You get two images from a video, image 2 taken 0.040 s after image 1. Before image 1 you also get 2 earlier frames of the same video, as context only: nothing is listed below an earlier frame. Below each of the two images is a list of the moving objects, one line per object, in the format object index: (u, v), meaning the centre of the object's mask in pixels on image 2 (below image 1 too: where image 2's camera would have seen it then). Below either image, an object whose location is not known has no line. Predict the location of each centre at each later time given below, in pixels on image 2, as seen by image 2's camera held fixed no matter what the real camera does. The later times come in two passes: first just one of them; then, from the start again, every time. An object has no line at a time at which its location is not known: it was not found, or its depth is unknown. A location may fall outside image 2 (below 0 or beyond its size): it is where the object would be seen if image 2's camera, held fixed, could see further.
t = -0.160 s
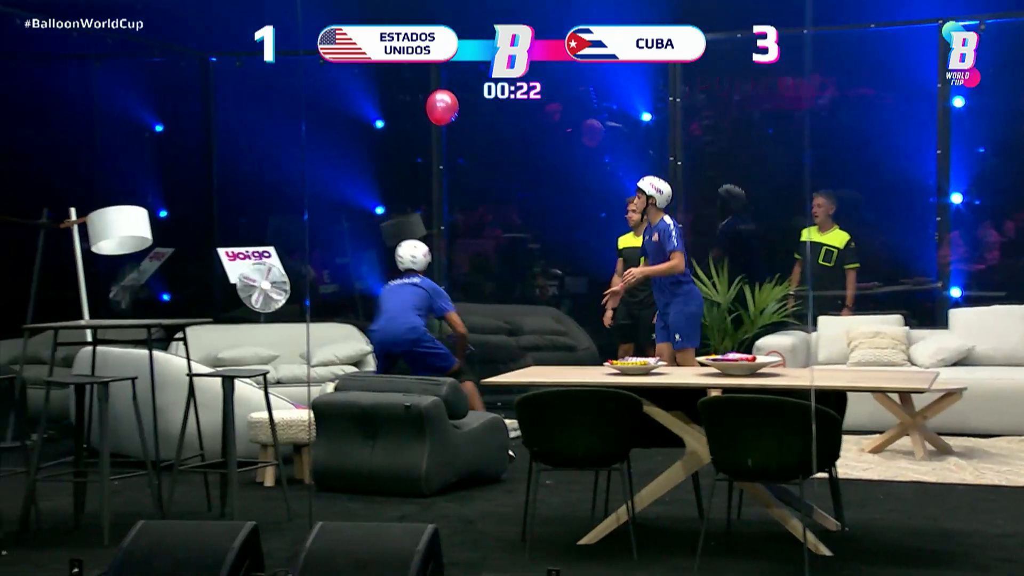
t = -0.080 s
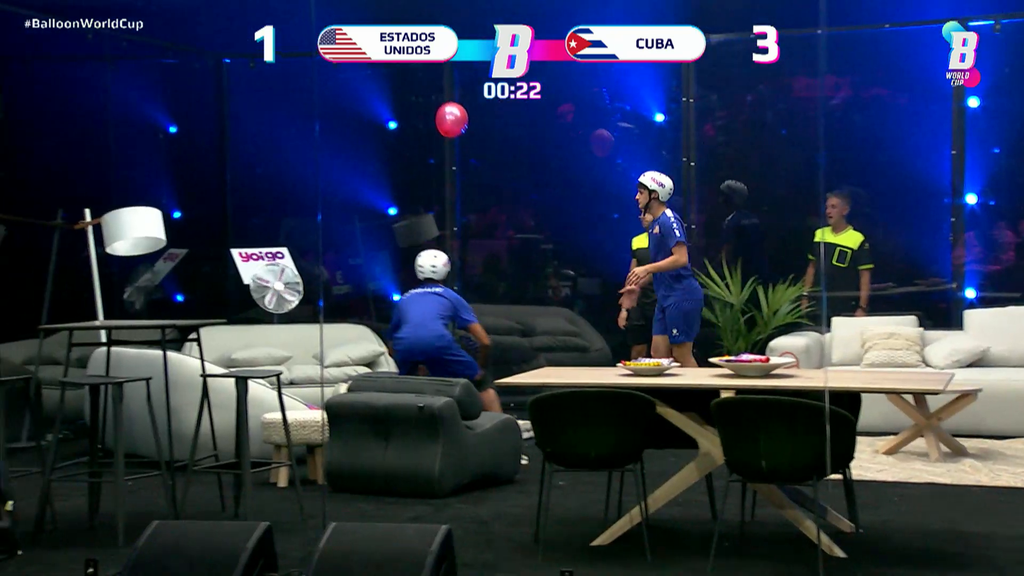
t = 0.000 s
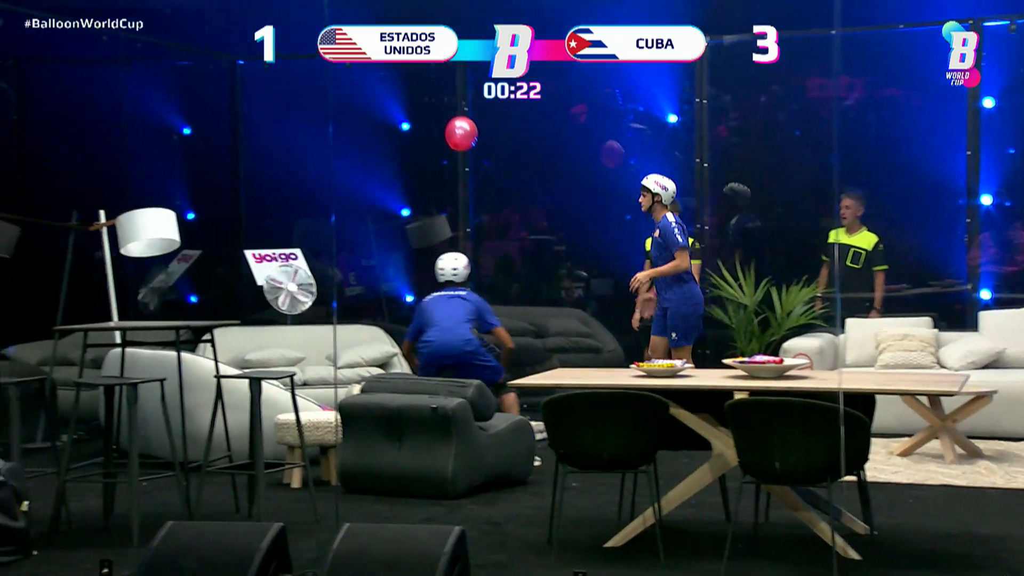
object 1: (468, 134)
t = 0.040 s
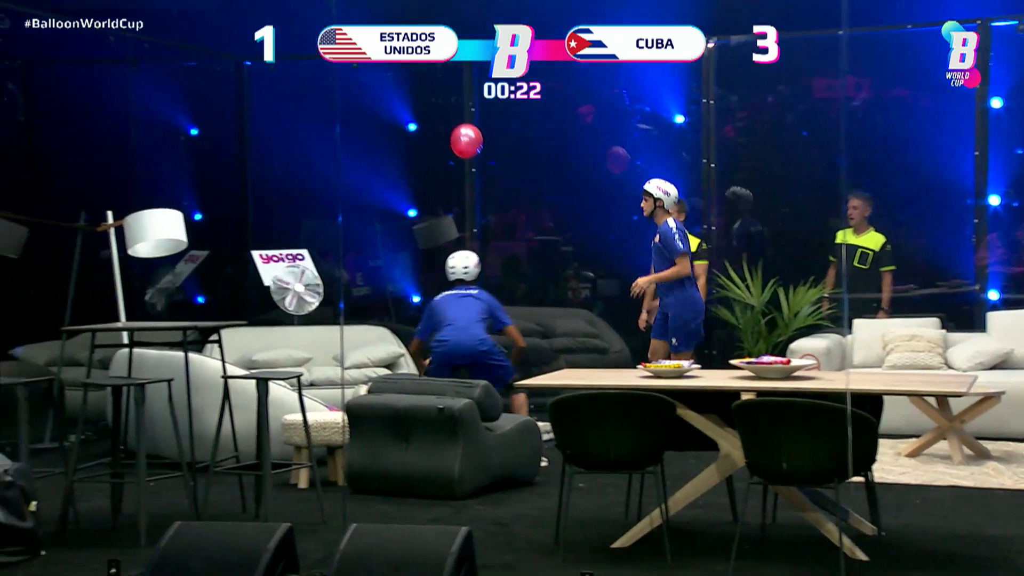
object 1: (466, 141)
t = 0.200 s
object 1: (461, 169)
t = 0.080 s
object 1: (465, 148)
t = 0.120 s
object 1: (464, 155)
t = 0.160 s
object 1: (462, 162)
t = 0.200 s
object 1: (461, 169)
